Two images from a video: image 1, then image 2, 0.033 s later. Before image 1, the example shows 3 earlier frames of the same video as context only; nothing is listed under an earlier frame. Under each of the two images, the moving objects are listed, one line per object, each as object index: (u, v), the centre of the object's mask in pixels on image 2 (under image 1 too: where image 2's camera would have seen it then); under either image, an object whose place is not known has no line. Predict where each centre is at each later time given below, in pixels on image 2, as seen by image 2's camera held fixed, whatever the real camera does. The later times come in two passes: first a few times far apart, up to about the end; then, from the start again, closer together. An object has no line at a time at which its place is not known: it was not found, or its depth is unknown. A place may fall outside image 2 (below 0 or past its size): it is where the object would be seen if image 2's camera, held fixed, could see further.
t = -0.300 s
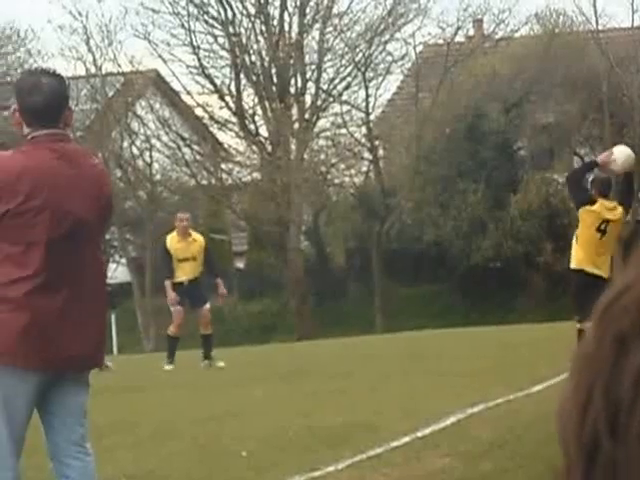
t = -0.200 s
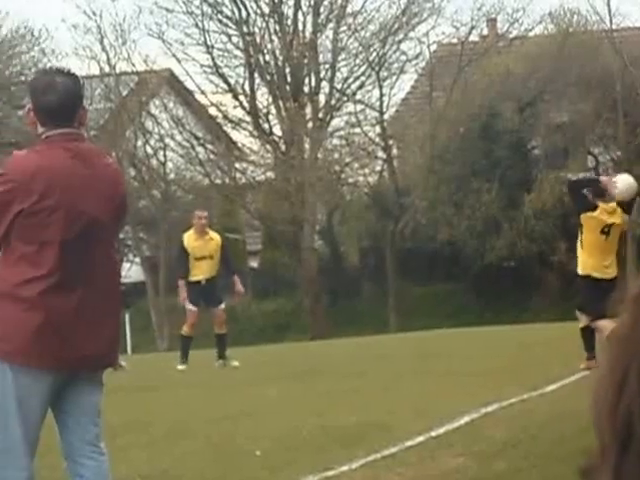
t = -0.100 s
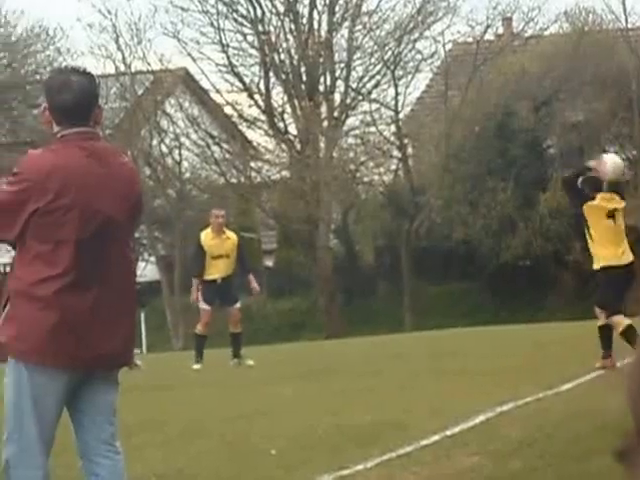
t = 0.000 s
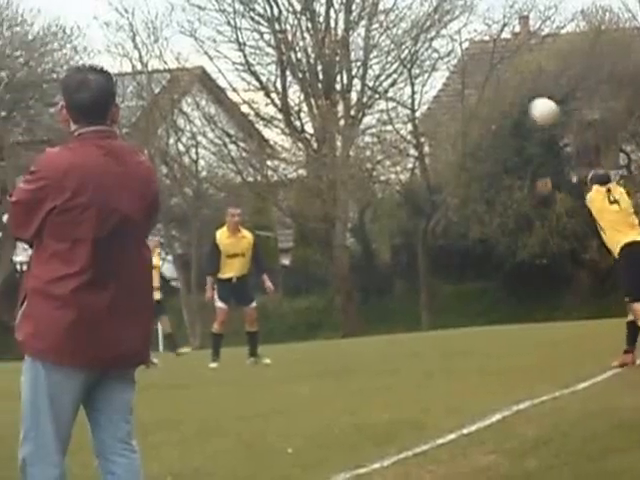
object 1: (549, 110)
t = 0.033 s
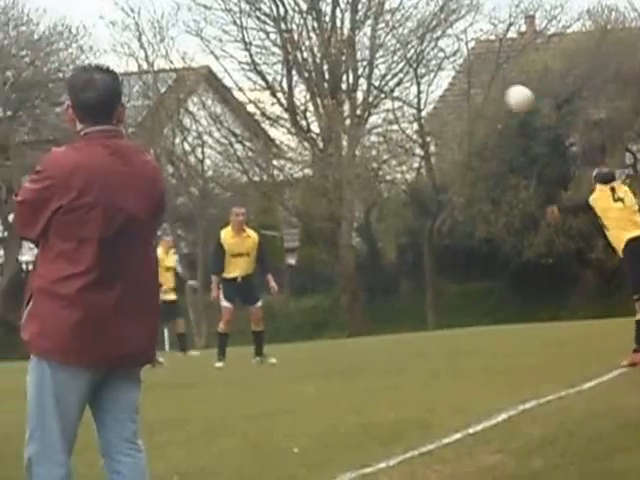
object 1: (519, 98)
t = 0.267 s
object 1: (326, 52)
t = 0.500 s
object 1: (165, 60)
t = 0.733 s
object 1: (26, 117)
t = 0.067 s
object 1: (488, 86)
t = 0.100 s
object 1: (462, 78)
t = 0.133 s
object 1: (433, 70)
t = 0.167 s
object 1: (405, 62)
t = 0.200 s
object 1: (377, 58)
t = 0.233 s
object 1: (351, 55)
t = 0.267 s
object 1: (326, 52)
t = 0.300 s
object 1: (300, 51)
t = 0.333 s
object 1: (277, 51)
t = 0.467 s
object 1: (187, 60)
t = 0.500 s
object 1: (165, 60)
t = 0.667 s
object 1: (60, 97)
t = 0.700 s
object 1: (44, 107)
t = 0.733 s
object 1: (26, 117)
